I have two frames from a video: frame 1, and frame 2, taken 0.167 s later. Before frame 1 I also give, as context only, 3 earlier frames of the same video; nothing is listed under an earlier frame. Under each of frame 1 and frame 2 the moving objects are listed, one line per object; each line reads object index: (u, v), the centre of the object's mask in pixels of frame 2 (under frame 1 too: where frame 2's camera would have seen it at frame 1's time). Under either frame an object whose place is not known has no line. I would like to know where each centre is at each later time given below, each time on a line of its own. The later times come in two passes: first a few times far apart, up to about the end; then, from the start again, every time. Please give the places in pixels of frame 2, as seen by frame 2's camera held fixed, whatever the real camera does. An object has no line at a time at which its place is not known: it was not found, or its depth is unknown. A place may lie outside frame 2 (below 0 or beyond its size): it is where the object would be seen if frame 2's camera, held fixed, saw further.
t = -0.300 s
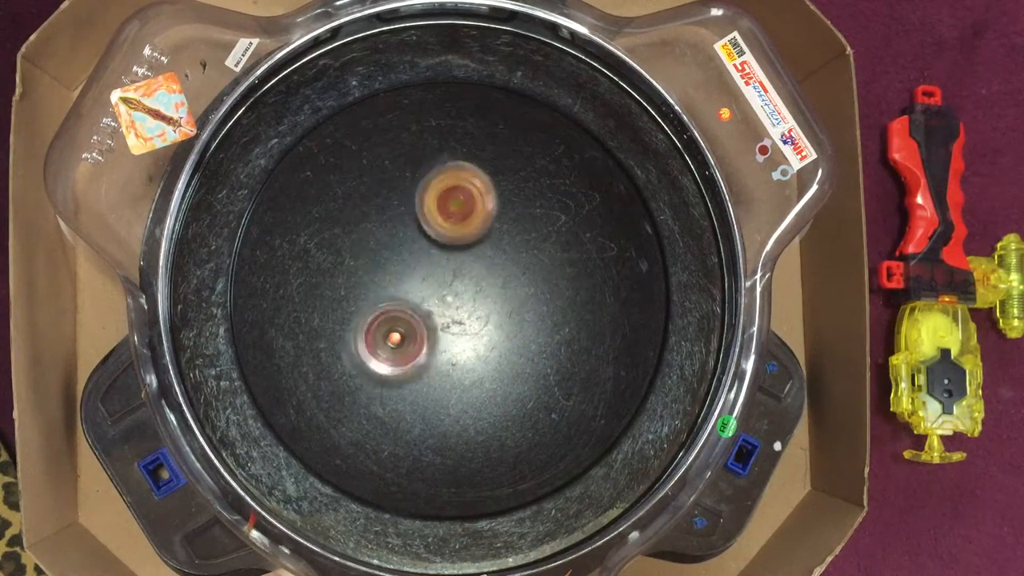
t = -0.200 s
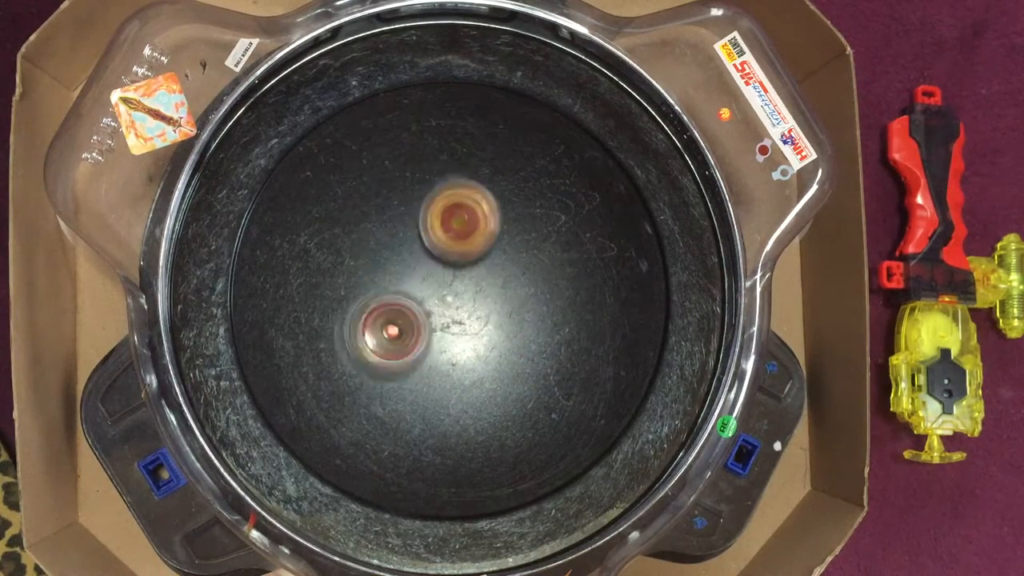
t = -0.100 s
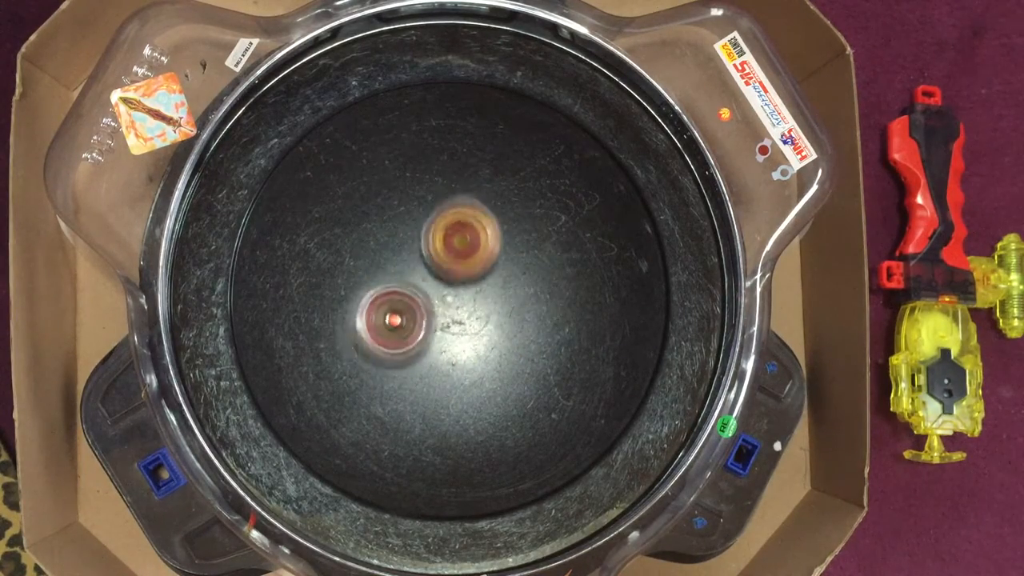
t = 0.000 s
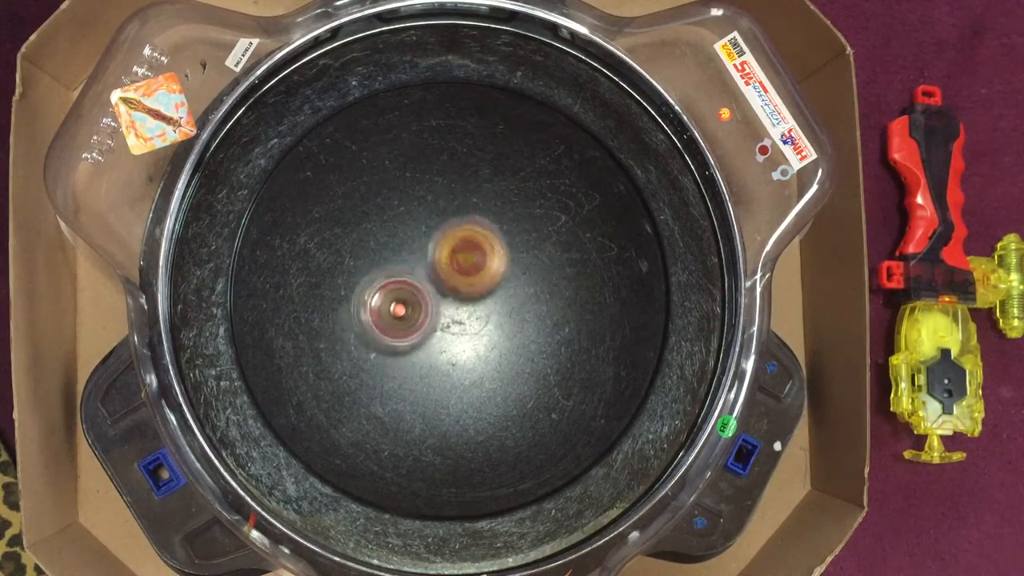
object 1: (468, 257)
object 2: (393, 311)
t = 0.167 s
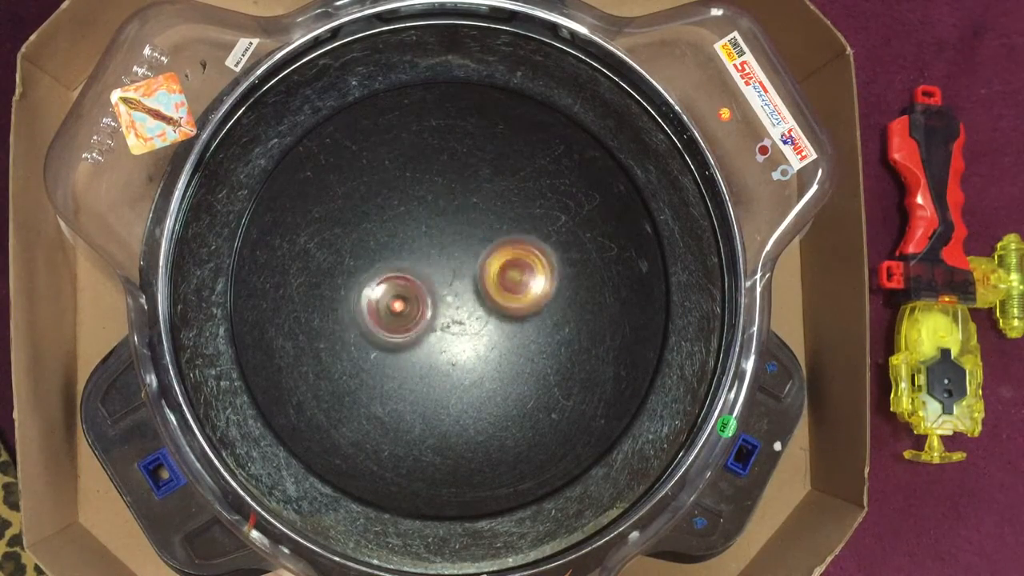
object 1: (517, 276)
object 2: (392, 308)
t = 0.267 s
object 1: (518, 284)
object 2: (407, 301)
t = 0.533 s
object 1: (520, 302)
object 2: (413, 291)
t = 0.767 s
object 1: (525, 325)
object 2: (398, 283)
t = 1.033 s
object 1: (512, 337)
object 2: (377, 264)
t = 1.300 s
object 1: (498, 336)
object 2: (372, 246)
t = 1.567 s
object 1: (480, 315)
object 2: (397, 262)
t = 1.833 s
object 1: (520, 354)
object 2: (383, 279)
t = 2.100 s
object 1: (488, 343)
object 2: (370, 280)
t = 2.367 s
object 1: (496, 335)
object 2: (365, 259)
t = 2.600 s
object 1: (489, 321)
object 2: (383, 266)
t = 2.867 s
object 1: (497, 314)
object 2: (389, 294)
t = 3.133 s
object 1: (504, 333)
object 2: (369, 288)
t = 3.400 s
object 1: (487, 318)
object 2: (379, 286)
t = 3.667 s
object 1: (482, 312)
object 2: (392, 296)
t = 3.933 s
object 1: (490, 307)
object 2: (387, 298)
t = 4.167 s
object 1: (502, 302)
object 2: (390, 302)
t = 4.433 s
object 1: (486, 299)
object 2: (396, 311)
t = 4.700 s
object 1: (498, 319)
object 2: (387, 294)
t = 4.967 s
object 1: (524, 346)
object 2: (381, 241)
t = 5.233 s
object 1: (502, 327)
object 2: (416, 256)
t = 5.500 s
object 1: (482, 321)
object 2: (473, 244)
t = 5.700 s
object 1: (468, 319)
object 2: (476, 237)
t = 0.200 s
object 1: (519, 279)
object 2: (396, 304)
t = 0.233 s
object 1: (520, 281)
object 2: (401, 302)
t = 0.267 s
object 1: (518, 284)
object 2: (407, 301)
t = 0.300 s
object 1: (516, 286)
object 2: (413, 300)
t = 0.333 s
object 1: (512, 287)
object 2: (419, 298)
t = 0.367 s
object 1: (513, 290)
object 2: (419, 294)
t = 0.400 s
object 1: (520, 293)
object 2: (412, 292)
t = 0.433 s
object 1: (522, 296)
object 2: (410, 290)
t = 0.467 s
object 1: (523, 298)
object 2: (409, 291)
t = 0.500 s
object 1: (522, 300)
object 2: (411, 291)
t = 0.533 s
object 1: (520, 302)
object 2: (413, 291)
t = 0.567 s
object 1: (517, 303)
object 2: (415, 292)
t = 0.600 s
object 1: (513, 305)
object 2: (416, 293)
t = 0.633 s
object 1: (514, 308)
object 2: (414, 291)
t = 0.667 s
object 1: (523, 315)
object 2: (408, 288)
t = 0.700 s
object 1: (527, 319)
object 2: (402, 284)
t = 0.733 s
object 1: (527, 322)
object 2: (398, 283)
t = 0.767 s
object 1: (525, 325)
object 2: (398, 283)
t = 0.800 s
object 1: (522, 326)
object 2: (398, 284)
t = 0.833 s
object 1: (516, 326)
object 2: (399, 283)
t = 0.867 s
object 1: (510, 325)
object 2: (399, 283)
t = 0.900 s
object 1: (504, 323)
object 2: (399, 284)
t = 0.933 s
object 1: (497, 320)
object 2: (401, 285)
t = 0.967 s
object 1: (491, 317)
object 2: (404, 284)
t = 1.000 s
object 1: (502, 326)
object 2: (391, 273)
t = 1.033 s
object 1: (512, 337)
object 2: (377, 264)
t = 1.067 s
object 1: (519, 345)
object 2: (367, 253)
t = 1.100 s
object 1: (521, 348)
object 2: (362, 248)
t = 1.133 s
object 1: (521, 350)
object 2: (363, 249)
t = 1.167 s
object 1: (519, 349)
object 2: (364, 245)
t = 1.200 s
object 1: (514, 347)
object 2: (363, 246)
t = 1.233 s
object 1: (509, 344)
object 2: (365, 247)
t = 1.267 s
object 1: (503, 341)
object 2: (370, 245)
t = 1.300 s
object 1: (498, 336)
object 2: (372, 246)
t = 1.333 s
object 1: (493, 330)
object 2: (377, 248)
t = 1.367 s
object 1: (487, 325)
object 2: (381, 247)
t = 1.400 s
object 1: (482, 320)
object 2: (384, 250)
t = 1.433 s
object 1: (478, 315)
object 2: (389, 255)
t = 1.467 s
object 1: (475, 310)
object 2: (395, 256)
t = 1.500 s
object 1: (476, 309)
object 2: (394, 258)
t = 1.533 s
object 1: (478, 312)
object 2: (397, 261)
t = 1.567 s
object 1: (480, 315)
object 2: (397, 262)
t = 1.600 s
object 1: (483, 317)
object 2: (399, 269)
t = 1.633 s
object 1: (484, 319)
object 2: (403, 274)
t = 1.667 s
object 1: (486, 321)
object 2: (403, 277)
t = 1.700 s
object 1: (487, 322)
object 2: (405, 282)
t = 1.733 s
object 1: (490, 325)
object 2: (406, 286)
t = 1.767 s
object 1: (504, 338)
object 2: (393, 283)
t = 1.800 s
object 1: (514, 348)
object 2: (388, 283)
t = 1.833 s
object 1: (520, 354)
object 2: (383, 279)
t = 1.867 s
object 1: (522, 359)
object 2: (377, 281)
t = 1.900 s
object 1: (522, 360)
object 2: (377, 284)
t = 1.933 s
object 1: (519, 360)
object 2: (373, 281)
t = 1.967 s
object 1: (514, 359)
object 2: (372, 283)
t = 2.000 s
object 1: (509, 357)
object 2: (369, 283)
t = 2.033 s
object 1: (502, 353)
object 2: (369, 282)
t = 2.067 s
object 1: (495, 348)
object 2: (369, 282)
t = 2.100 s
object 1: (488, 343)
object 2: (370, 280)
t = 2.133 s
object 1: (482, 338)
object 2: (374, 281)
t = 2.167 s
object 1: (477, 333)
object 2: (376, 281)
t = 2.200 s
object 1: (472, 328)
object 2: (379, 281)
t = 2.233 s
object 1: (469, 323)
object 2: (381, 283)
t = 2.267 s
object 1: (467, 320)
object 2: (386, 281)
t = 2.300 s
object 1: (480, 326)
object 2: (375, 273)
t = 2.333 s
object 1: (490, 332)
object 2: (366, 263)
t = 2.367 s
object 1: (496, 335)
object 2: (365, 259)
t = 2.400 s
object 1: (499, 336)
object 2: (369, 257)
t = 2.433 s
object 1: (500, 336)
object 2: (369, 259)
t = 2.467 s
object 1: (499, 335)
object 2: (372, 260)
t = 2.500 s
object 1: (498, 333)
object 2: (374, 260)
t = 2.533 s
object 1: (495, 330)
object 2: (378, 262)
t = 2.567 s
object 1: (493, 325)
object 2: (379, 263)
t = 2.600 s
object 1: (489, 321)
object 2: (383, 266)
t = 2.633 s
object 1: (487, 318)
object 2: (386, 267)
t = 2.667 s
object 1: (484, 315)
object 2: (391, 274)
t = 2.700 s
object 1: (482, 311)
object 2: (394, 276)
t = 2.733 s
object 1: (483, 310)
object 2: (395, 281)
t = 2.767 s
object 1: (485, 309)
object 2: (396, 283)
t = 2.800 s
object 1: (487, 309)
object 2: (397, 291)
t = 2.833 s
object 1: (488, 310)
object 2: (398, 293)
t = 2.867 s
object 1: (497, 314)
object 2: (389, 294)
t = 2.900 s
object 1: (509, 323)
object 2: (381, 289)
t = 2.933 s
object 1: (517, 329)
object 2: (373, 291)
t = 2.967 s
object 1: (521, 333)
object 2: (368, 288)
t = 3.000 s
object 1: (521, 336)
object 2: (367, 290)
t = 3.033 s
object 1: (518, 337)
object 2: (364, 288)
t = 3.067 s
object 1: (514, 337)
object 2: (367, 290)
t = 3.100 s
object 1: (509, 335)
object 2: (366, 289)
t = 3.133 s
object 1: (504, 333)
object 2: (369, 288)
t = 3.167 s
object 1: (497, 330)
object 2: (368, 288)
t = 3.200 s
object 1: (490, 327)
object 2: (372, 287)
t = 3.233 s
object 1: (484, 324)
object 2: (375, 289)
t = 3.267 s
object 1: (479, 321)
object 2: (378, 287)
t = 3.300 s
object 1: (475, 317)
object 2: (382, 291)
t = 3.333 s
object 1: (473, 314)
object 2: (386, 290)
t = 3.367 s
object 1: (480, 315)
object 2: (386, 289)
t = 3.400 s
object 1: (487, 318)
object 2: (379, 286)
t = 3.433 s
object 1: (489, 318)
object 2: (381, 282)
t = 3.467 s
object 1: (489, 318)
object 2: (383, 284)
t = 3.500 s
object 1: (489, 318)
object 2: (384, 285)
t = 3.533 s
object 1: (489, 318)
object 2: (388, 290)
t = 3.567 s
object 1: (487, 317)
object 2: (389, 294)
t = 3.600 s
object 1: (486, 316)
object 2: (390, 291)
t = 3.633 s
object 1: (485, 314)
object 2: (391, 295)
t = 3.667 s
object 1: (482, 312)
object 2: (392, 296)
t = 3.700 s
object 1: (486, 312)
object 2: (390, 297)
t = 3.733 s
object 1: (493, 313)
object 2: (384, 295)
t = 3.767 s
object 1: (497, 313)
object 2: (382, 292)
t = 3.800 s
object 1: (497, 314)
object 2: (385, 292)
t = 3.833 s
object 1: (496, 313)
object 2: (387, 294)
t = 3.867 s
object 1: (494, 311)
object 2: (388, 294)
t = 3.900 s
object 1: (492, 309)
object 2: (389, 298)
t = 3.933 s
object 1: (490, 307)
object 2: (387, 298)
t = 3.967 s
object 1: (489, 306)
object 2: (390, 297)
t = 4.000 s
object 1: (488, 304)
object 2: (392, 299)
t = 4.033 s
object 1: (486, 302)
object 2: (392, 300)
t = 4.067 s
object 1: (487, 302)
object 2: (394, 300)
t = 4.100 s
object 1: (494, 302)
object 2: (388, 304)
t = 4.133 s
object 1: (500, 302)
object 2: (388, 301)
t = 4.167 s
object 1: (502, 302)
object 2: (390, 302)
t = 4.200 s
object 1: (502, 303)
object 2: (390, 303)
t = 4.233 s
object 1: (499, 303)
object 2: (392, 303)
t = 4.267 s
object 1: (496, 302)
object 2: (397, 308)
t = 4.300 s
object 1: (493, 301)
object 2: (396, 310)
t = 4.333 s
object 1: (490, 300)
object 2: (397, 309)
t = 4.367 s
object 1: (488, 300)
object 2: (398, 311)
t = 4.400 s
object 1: (487, 300)
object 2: (395, 312)
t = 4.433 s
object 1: (486, 299)
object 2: (396, 311)
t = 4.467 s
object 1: (485, 299)
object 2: (399, 313)
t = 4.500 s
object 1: (484, 301)
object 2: (394, 310)
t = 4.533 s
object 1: (484, 303)
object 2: (395, 308)
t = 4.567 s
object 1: (491, 308)
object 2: (390, 305)
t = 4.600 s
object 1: (498, 311)
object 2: (387, 303)
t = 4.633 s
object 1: (500, 314)
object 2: (383, 299)
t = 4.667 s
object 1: (500, 317)
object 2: (385, 296)
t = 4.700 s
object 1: (498, 319)
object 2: (387, 294)
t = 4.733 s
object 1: (495, 318)
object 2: (389, 292)
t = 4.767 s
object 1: (492, 316)
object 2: (395, 289)
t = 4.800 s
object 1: (490, 314)
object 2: (398, 288)
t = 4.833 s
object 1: (491, 314)
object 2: (406, 289)
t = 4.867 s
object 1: (506, 327)
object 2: (392, 275)
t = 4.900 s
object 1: (519, 337)
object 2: (383, 261)
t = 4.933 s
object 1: (523, 343)
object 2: (379, 248)
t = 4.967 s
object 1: (524, 346)
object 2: (381, 241)
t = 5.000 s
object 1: (523, 346)
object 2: (386, 241)
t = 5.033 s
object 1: (520, 346)
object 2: (388, 242)
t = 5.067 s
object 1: (517, 342)
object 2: (391, 243)
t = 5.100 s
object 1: (513, 340)
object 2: (394, 247)
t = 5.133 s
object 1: (511, 337)
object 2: (398, 249)
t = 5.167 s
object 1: (507, 332)
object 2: (402, 252)
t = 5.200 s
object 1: (504, 329)
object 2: (410, 253)
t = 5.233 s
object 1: (502, 327)
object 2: (416, 256)
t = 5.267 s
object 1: (500, 325)
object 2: (425, 260)
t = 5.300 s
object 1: (498, 322)
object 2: (436, 261)
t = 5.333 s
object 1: (493, 318)
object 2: (447, 261)
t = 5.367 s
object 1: (489, 314)
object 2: (457, 258)
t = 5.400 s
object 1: (488, 314)
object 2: (464, 254)
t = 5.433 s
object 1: (487, 317)
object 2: (467, 250)
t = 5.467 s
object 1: (484, 319)
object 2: (470, 247)
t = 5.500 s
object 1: (482, 321)
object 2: (473, 244)
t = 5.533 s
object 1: (479, 321)
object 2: (475, 241)
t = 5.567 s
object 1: (475, 320)
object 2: (476, 239)
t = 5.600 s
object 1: (472, 322)
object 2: (476, 236)
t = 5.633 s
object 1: (471, 321)
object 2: (477, 236)
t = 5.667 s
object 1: (470, 319)
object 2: (477, 236)
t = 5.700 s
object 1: (468, 319)
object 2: (476, 237)
